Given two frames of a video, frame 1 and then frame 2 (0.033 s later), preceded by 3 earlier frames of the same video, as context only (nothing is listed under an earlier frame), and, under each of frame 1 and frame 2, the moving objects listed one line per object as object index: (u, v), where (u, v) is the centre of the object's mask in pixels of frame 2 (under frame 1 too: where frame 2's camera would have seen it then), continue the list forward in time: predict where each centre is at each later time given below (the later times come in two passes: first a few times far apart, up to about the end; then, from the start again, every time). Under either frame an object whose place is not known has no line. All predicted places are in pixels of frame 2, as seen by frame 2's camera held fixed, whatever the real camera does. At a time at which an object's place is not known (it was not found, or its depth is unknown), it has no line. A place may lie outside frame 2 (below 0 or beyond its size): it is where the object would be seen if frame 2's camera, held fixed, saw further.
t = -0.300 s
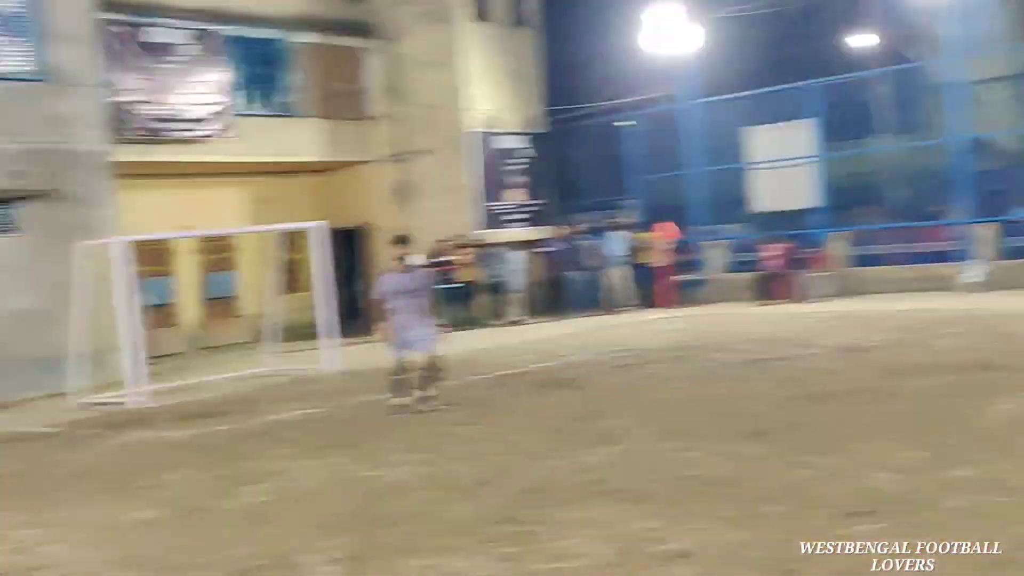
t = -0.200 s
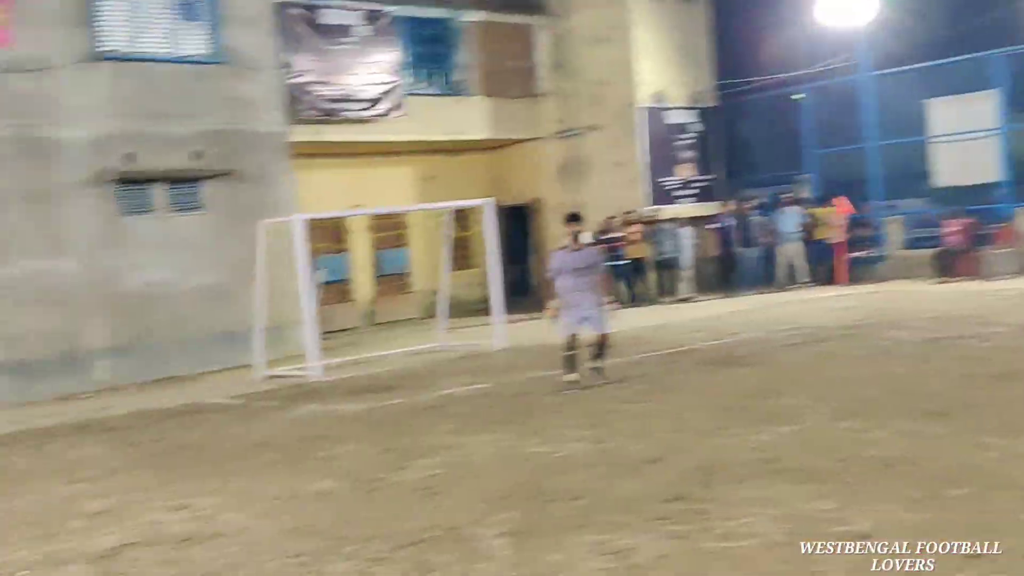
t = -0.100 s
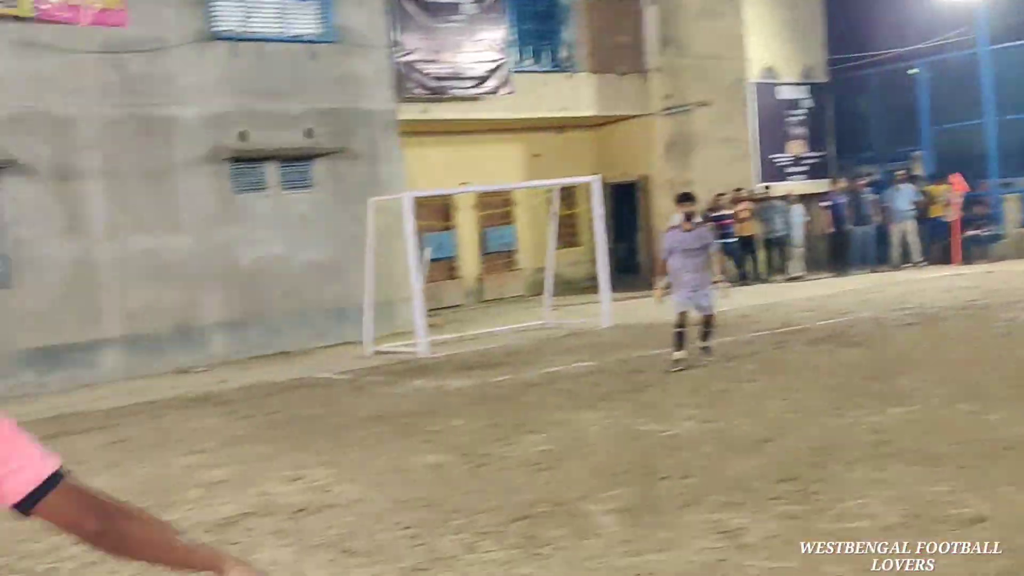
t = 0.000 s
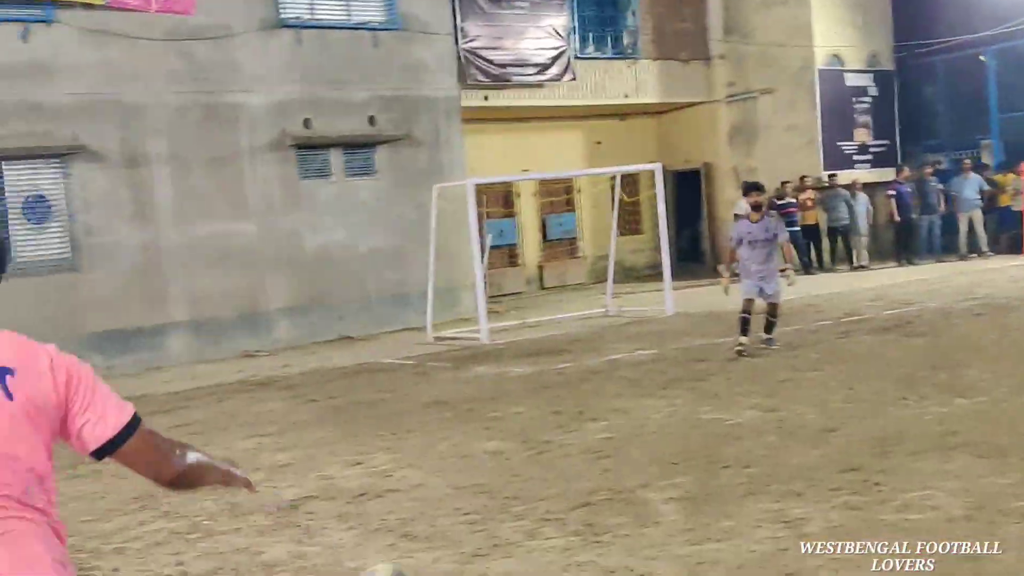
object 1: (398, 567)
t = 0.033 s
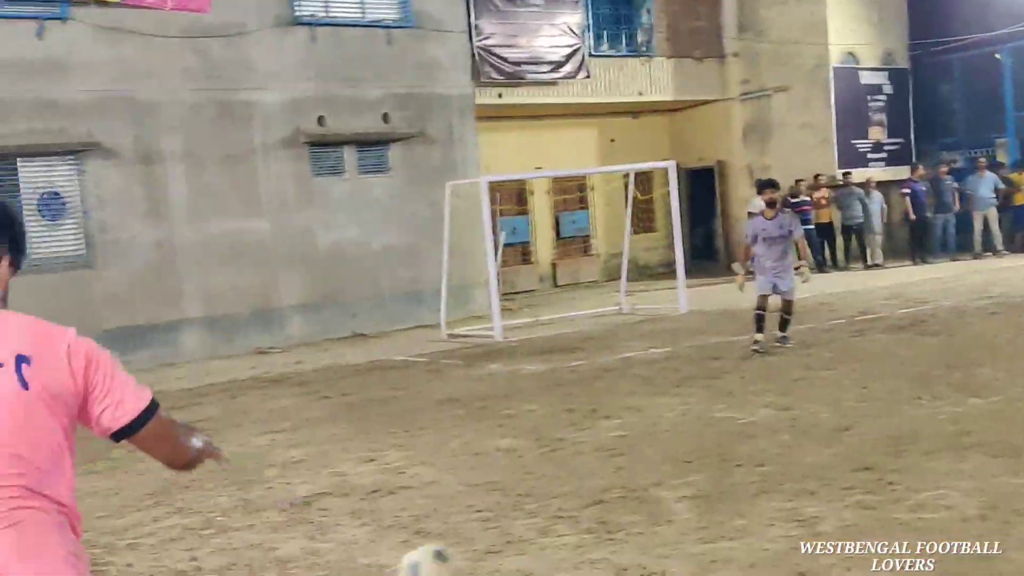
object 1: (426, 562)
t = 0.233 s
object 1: (551, 456)
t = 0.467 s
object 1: (630, 416)
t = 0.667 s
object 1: (666, 368)
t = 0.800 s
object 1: (689, 370)
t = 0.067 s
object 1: (458, 556)
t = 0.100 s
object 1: (487, 541)
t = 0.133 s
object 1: (506, 514)
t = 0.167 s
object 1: (523, 492)
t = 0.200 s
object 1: (537, 473)
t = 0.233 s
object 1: (551, 456)
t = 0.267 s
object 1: (567, 445)
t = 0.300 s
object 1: (580, 437)
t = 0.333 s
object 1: (592, 432)
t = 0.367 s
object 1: (603, 429)
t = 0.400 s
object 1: (614, 428)
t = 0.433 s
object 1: (624, 429)
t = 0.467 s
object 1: (630, 416)
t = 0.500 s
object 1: (635, 402)
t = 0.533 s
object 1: (643, 391)
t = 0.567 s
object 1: (648, 383)
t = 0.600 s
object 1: (654, 375)
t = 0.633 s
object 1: (660, 371)
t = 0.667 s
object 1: (666, 368)
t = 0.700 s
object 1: (672, 365)
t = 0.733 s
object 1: (678, 366)
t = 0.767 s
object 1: (683, 368)
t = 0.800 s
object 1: (689, 370)
